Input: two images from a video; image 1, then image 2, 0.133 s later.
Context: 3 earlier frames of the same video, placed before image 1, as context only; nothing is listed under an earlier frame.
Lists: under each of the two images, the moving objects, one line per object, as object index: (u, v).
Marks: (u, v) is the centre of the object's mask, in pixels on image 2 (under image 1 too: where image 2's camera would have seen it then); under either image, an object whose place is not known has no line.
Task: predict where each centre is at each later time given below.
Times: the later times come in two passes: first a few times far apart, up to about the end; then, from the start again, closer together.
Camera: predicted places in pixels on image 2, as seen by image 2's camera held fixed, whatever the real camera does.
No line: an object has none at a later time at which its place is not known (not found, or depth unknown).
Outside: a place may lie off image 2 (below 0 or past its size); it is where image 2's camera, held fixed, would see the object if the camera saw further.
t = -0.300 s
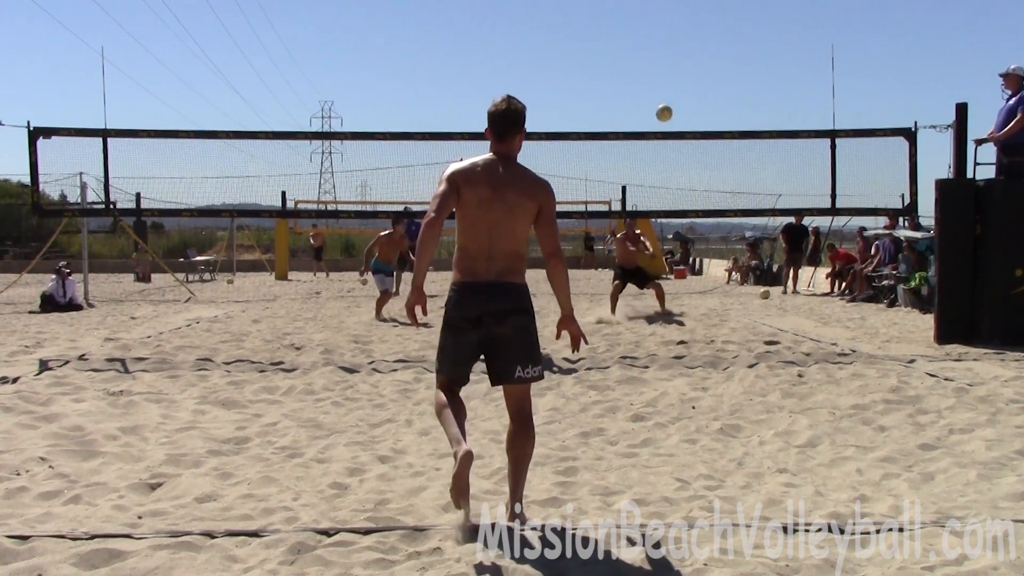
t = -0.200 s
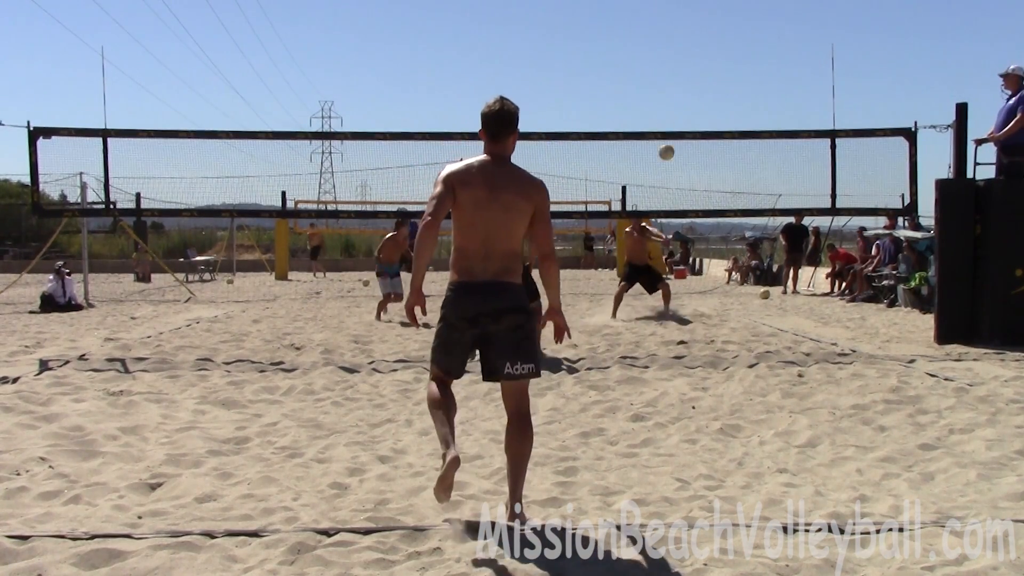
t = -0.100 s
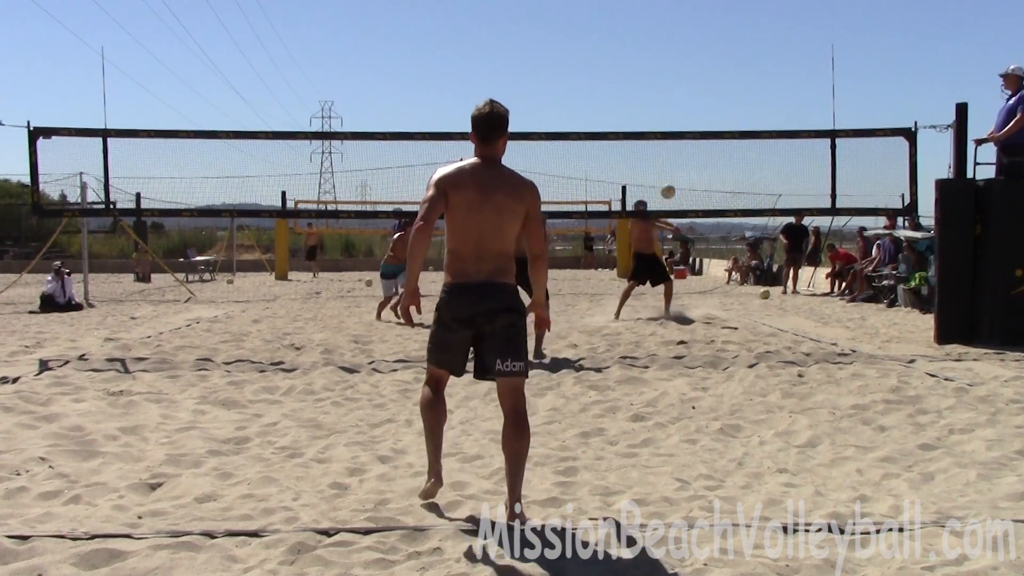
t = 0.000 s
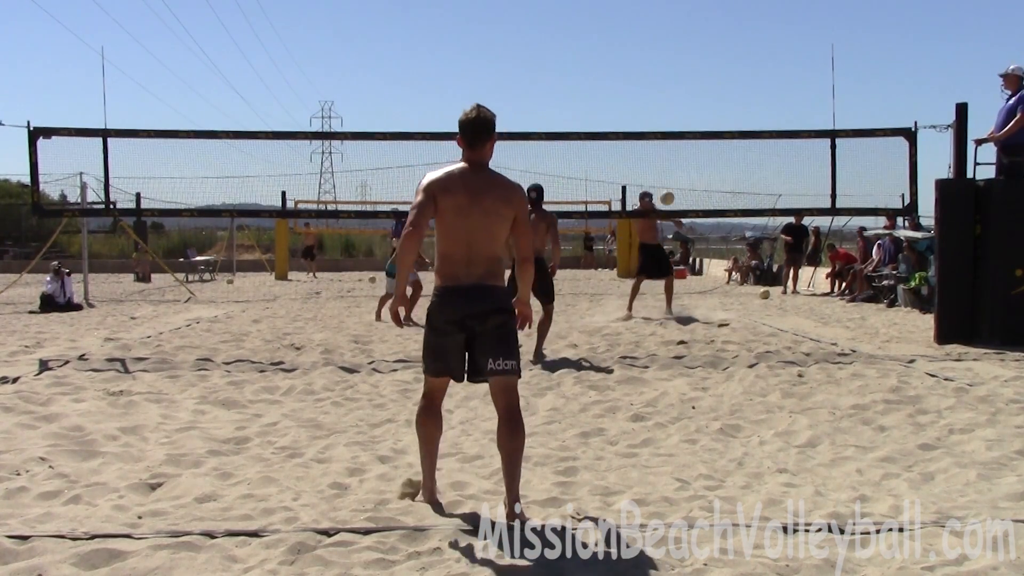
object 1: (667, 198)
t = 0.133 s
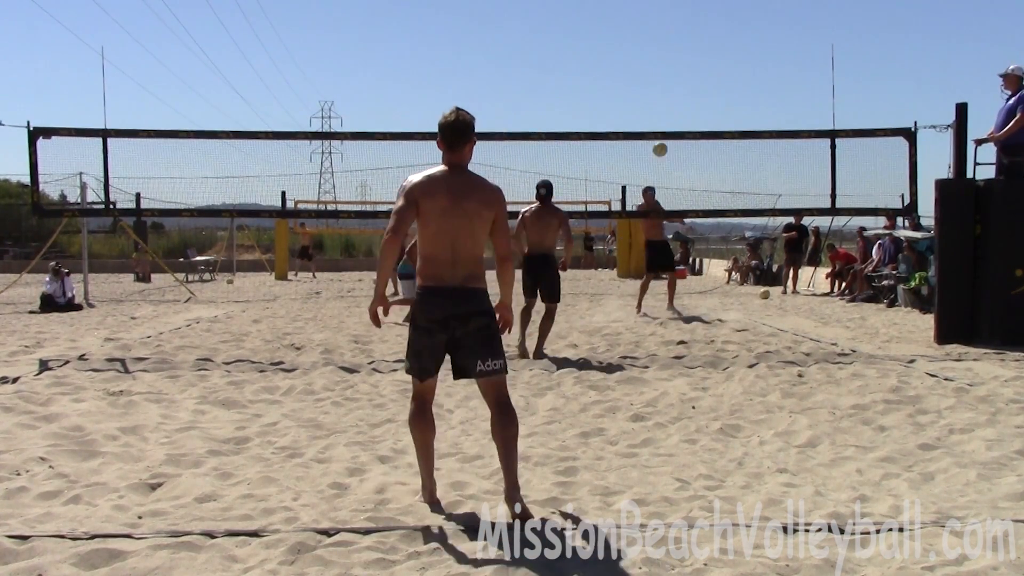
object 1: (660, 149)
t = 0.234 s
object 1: (654, 119)
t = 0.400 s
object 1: (643, 84)
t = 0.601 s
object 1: (628, 65)
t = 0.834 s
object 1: (608, 79)
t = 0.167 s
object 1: (658, 143)
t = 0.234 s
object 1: (654, 119)
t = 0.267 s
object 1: (652, 111)
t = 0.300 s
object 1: (650, 103)
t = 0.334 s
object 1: (647, 96)
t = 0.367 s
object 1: (645, 89)
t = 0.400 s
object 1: (643, 84)
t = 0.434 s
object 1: (640, 78)
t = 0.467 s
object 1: (638, 75)
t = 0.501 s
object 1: (636, 71)
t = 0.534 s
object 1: (633, 68)
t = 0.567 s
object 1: (631, 66)
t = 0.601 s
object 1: (628, 65)
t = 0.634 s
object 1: (625, 64)
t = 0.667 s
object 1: (623, 65)
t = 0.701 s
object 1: (620, 66)
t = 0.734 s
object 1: (617, 68)
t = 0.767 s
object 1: (614, 71)
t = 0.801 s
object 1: (611, 75)
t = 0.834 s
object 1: (608, 79)
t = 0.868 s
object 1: (605, 85)
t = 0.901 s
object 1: (602, 91)
